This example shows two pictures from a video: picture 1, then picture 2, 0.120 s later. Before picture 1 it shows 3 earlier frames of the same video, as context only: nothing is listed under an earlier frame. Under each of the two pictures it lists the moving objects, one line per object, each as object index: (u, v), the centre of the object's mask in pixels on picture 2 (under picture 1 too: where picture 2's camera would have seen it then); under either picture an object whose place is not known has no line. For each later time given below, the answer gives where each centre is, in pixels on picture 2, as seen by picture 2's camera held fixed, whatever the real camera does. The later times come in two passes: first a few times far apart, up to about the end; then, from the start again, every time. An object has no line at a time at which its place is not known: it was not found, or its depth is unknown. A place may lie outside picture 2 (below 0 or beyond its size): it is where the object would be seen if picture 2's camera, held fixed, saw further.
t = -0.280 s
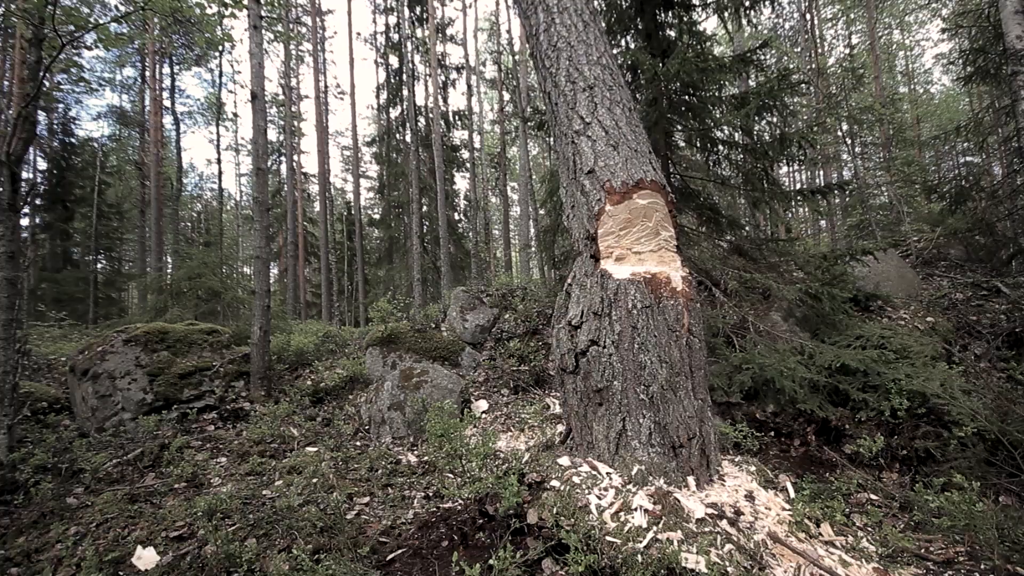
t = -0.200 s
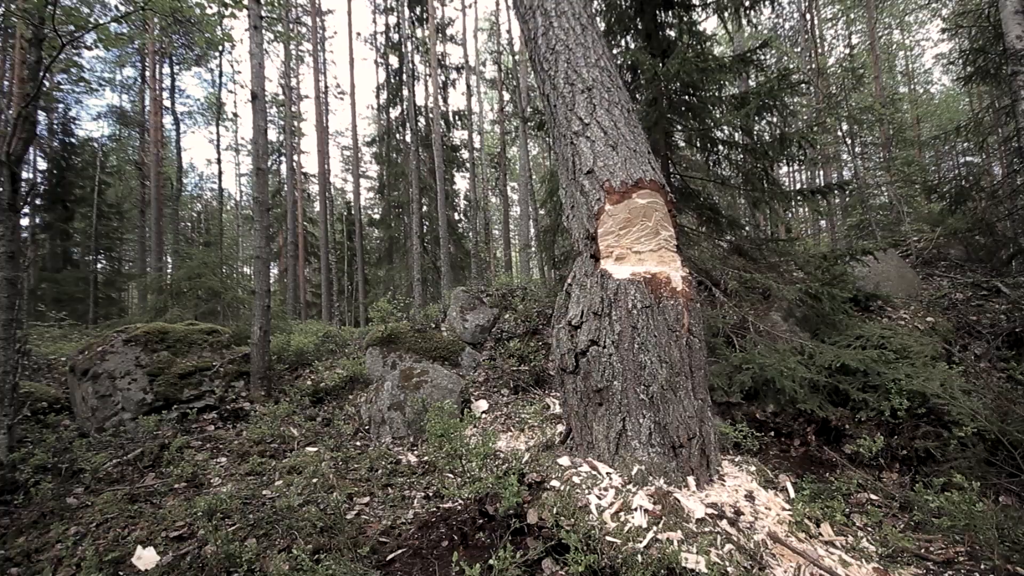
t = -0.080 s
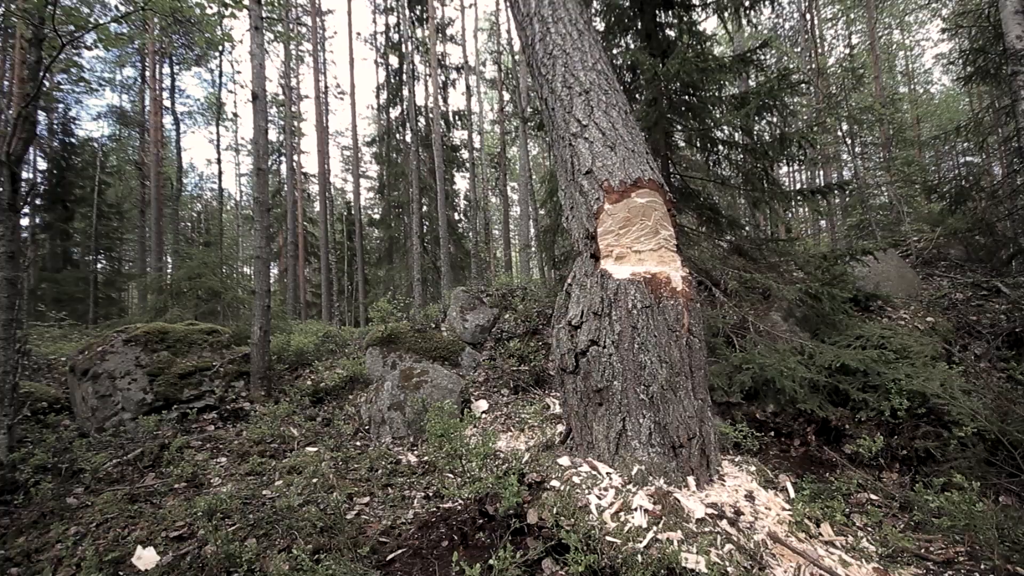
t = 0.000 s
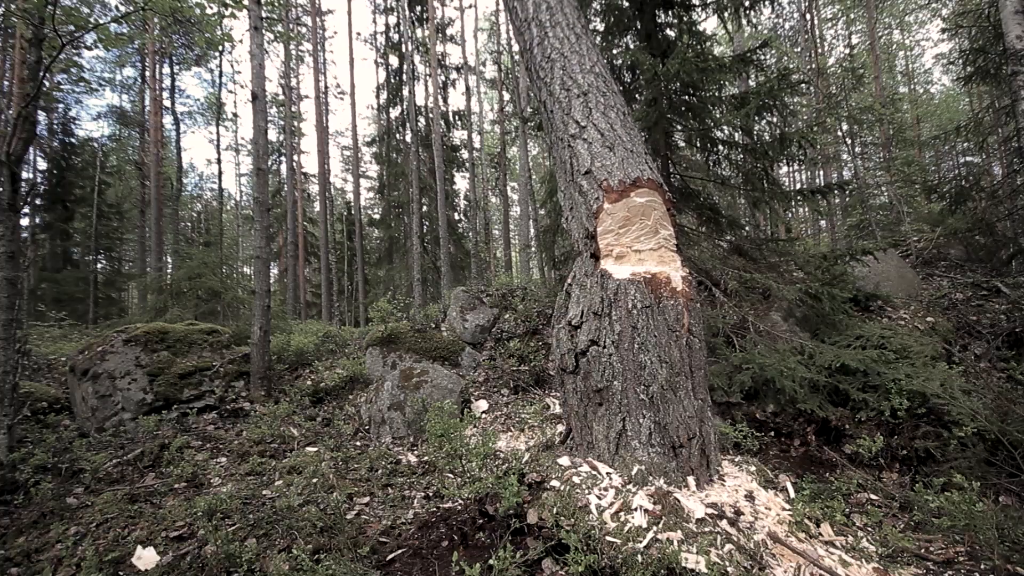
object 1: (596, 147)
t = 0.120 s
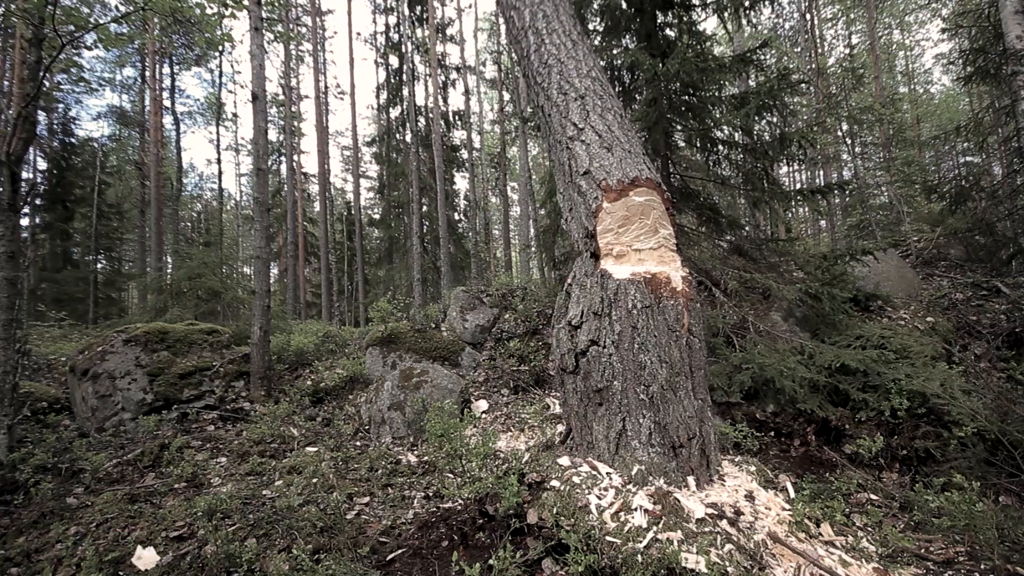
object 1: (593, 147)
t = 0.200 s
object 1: (591, 148)
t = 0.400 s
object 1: (585, 150)
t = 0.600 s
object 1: (577, 152)
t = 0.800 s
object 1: (567, 155)
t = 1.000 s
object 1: (557, 159)
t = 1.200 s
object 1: (549, 168)
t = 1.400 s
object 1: (544, 177)
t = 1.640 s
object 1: (547, 188)
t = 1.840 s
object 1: (548, 195)
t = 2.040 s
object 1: (547, 201)
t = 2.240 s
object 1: (546, 210)
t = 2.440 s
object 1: (547, 220)
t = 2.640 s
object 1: (544, 234)
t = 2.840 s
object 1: (538, 252)
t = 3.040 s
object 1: (534, 252)
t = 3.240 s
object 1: (487, 267)
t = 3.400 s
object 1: (464, 295)
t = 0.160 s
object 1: (592, 148)
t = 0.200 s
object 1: (591, 148)
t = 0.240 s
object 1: (590, 148)
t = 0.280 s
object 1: (588, 149)
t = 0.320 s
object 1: (587, 149)
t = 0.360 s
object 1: (586, 149)
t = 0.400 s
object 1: (585, 150)
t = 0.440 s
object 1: (583, 150)
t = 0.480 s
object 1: (582, 150)
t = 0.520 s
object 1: (580, 151)
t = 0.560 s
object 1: (579, 152)
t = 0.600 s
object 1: (577, 152)
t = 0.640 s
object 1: (576, 152)
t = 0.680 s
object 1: (574, 153)
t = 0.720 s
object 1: (571, 153)
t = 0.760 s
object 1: (569, 154)
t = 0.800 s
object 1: (567, 155)
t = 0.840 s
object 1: (565, 155)
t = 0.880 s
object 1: (563, 156)
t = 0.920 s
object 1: (560, 156)
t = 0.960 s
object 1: (559, 158)
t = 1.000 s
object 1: (557, 159)
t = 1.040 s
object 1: (554, 160)
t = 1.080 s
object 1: (553, 163)
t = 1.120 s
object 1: (552, 165)
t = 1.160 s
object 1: (550, 166)
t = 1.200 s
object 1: (549, 168)
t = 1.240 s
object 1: (547, 170)
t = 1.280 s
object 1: (546, 172)
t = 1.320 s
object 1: (546, 174)
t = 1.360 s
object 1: (545, 175)
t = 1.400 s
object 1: (544, 177)
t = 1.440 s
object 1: (545, 179)
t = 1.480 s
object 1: (546, 182)
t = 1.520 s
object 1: (546, 183)
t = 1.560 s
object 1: (547, 185)
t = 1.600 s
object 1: (547, 187)
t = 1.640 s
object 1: (547, 188)
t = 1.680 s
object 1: (547, 189)
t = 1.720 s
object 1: (546, 190)
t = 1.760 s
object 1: (548, 192)
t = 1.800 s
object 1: (548, 194)
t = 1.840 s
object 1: (548, 195)
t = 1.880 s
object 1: (548, 196)
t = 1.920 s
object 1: (548, 198)
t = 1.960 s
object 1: (547, 199)
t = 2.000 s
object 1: (546, 200)
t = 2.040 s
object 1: (547, 201)
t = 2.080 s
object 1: (547, 203)
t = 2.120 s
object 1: (546, 204)
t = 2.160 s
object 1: (546, 206)
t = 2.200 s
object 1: (546, 208)
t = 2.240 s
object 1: (546, 210)
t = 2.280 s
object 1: (546, 211)
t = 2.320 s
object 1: (547, 213)
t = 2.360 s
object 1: (546, 215)
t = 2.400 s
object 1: (547, 218)
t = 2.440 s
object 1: (547, 220)
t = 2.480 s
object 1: (546, 223)
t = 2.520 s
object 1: (546, 225)
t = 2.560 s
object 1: (545, 228)
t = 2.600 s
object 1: (545, 231)
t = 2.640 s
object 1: (544, 234)
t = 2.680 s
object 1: (543, 237)
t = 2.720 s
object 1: (542, 241)
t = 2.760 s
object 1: (541, 245)
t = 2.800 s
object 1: (539, 248)
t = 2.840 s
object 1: (538, 252)
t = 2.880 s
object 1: (536, 257)
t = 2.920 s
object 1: (534, 259)
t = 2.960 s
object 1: (537, 254)
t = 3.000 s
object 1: (535, 252)
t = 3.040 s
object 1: (534, 252)
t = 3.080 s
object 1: (503, 251)
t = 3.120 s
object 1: (501, 248)
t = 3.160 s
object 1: (496, 249)
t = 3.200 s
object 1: (491, 254)
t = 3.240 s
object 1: (487, 267)
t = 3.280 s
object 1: (482, 284)
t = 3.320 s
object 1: (475, 299)
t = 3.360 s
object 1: (469, 305)
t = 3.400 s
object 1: (464, 295)
